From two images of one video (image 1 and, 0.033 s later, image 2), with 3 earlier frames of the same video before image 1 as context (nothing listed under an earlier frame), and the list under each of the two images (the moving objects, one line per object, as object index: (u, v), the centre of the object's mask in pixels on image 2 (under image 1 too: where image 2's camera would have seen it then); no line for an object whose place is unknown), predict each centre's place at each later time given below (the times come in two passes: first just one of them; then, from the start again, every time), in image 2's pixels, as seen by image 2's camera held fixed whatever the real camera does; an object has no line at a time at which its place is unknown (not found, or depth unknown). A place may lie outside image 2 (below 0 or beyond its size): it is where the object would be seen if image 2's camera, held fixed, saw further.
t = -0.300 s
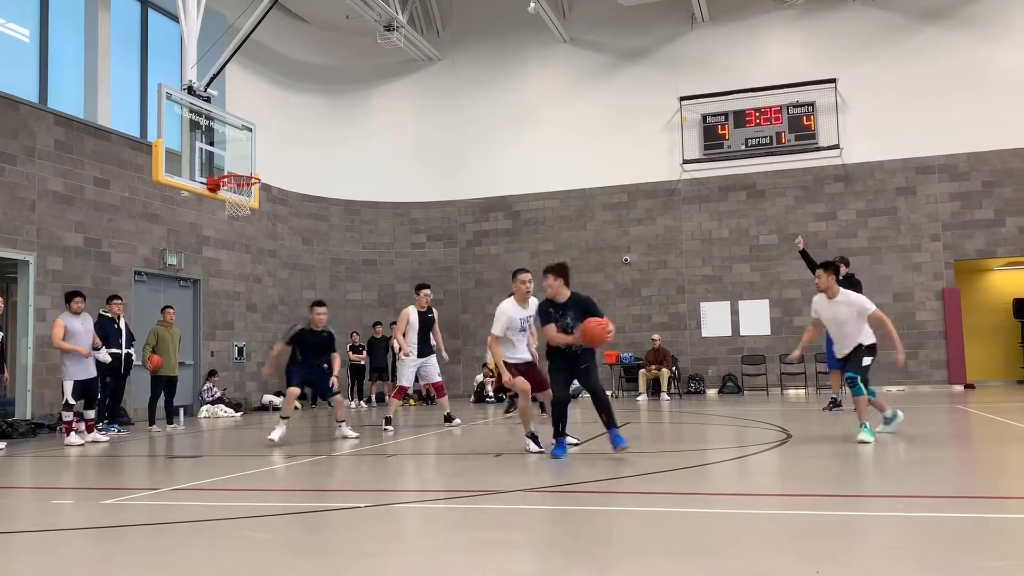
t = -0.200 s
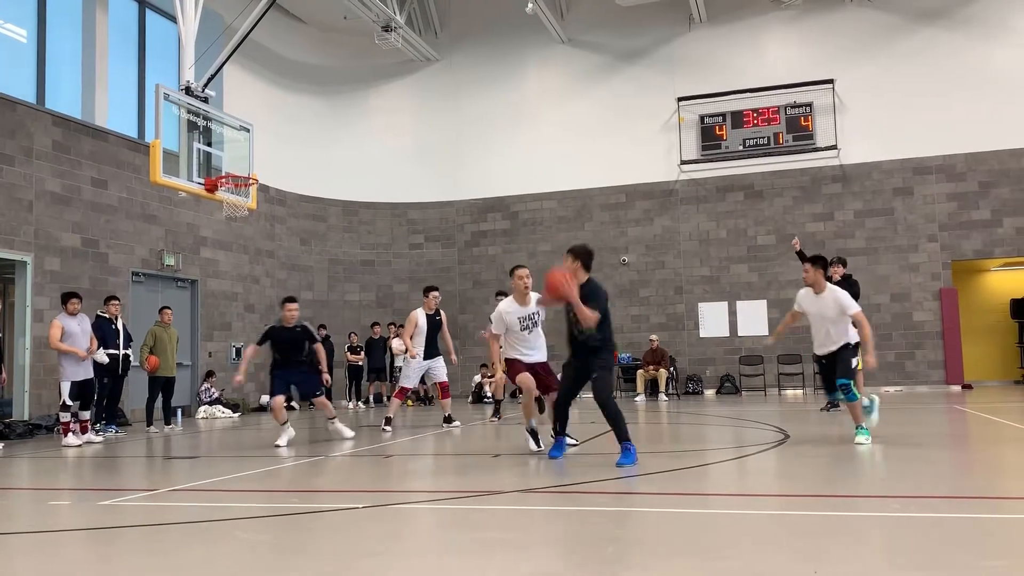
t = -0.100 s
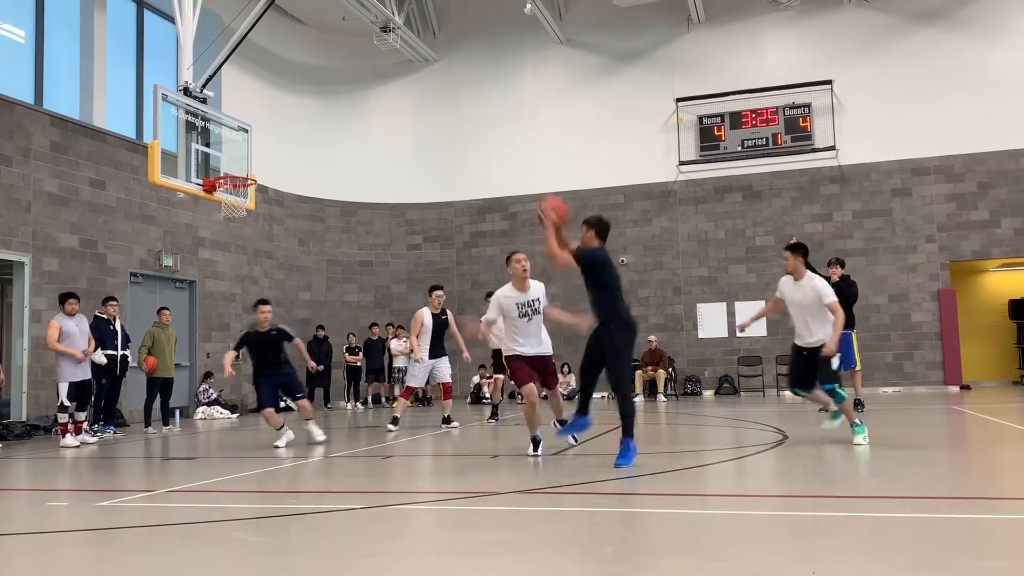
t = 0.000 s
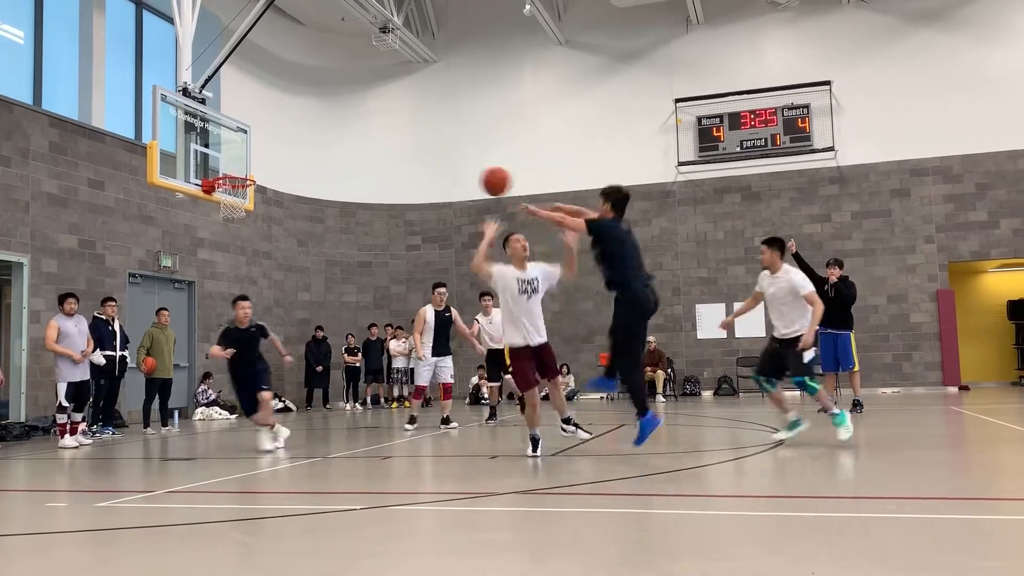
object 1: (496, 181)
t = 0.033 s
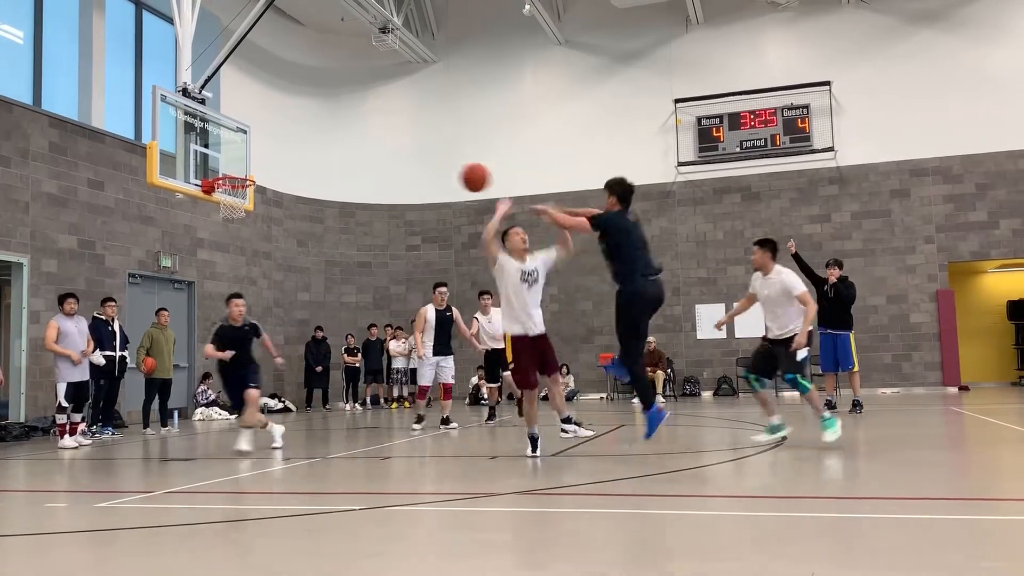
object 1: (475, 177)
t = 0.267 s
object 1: (355, 184)
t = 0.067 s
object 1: (456, 174)
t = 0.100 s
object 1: (437, 173)
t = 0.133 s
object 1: (420, 173)
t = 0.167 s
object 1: (402, 174)
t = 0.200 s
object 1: (386, 176)
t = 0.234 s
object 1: (370, 180)
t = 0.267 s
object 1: (355, 184)
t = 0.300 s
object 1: (340, 189)
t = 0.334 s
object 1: (325, 196)
